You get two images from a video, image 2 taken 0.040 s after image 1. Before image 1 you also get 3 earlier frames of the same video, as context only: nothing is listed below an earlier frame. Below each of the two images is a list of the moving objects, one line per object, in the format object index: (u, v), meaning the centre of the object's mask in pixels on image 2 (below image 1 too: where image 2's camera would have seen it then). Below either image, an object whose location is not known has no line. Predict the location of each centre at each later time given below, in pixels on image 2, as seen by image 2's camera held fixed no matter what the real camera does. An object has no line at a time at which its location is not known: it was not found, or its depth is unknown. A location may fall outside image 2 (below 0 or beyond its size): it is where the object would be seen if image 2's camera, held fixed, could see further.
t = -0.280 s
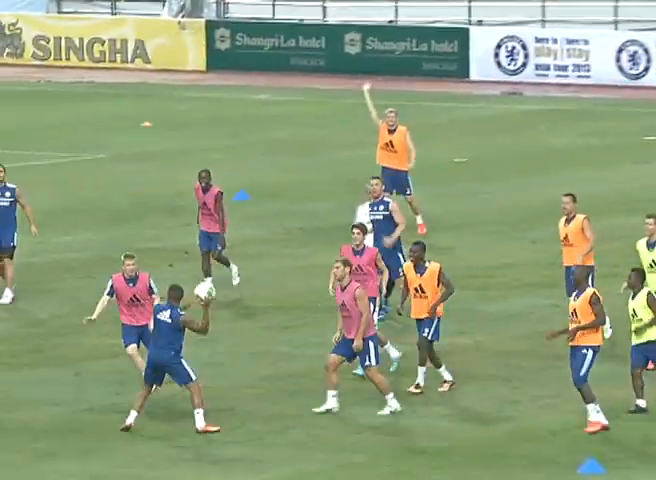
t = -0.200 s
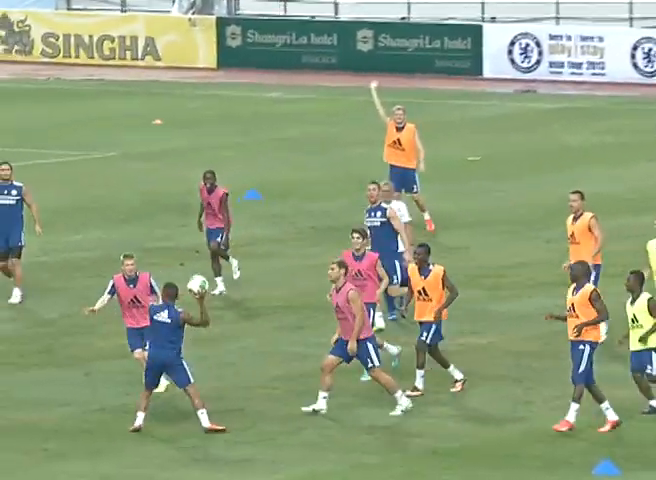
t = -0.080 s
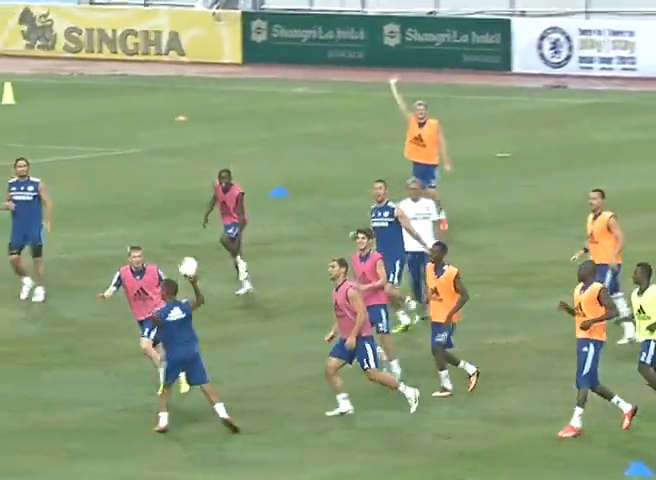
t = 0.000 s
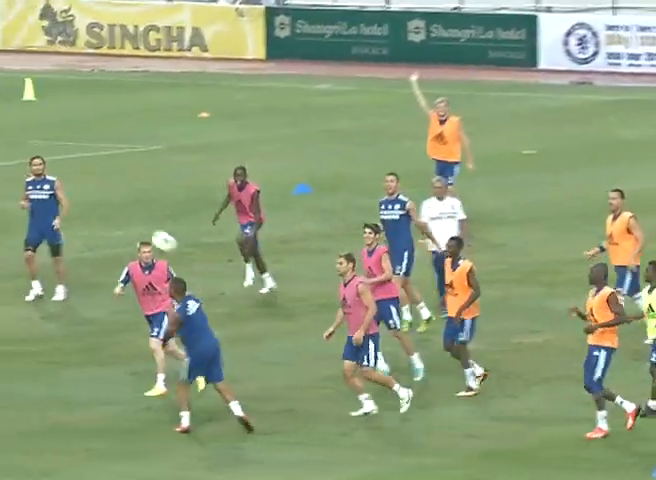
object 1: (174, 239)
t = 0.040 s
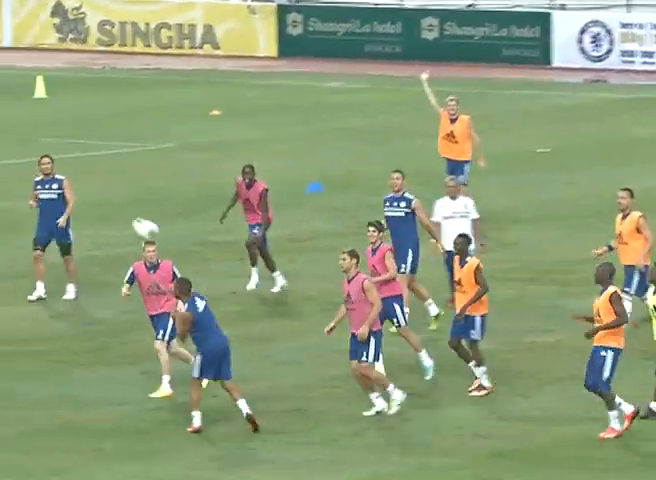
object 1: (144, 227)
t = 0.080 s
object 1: (115, 218)
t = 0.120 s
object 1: (84, 210)
